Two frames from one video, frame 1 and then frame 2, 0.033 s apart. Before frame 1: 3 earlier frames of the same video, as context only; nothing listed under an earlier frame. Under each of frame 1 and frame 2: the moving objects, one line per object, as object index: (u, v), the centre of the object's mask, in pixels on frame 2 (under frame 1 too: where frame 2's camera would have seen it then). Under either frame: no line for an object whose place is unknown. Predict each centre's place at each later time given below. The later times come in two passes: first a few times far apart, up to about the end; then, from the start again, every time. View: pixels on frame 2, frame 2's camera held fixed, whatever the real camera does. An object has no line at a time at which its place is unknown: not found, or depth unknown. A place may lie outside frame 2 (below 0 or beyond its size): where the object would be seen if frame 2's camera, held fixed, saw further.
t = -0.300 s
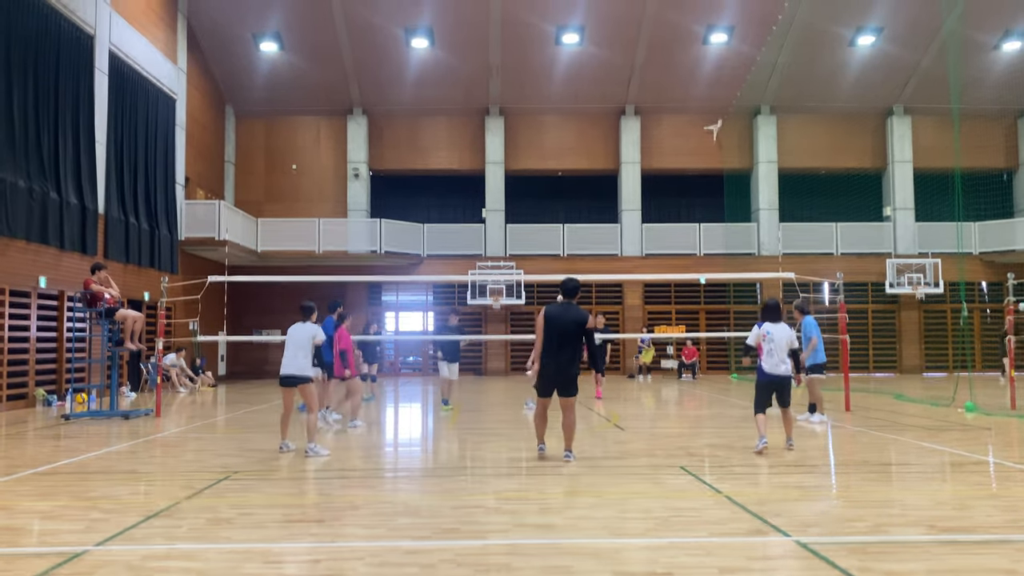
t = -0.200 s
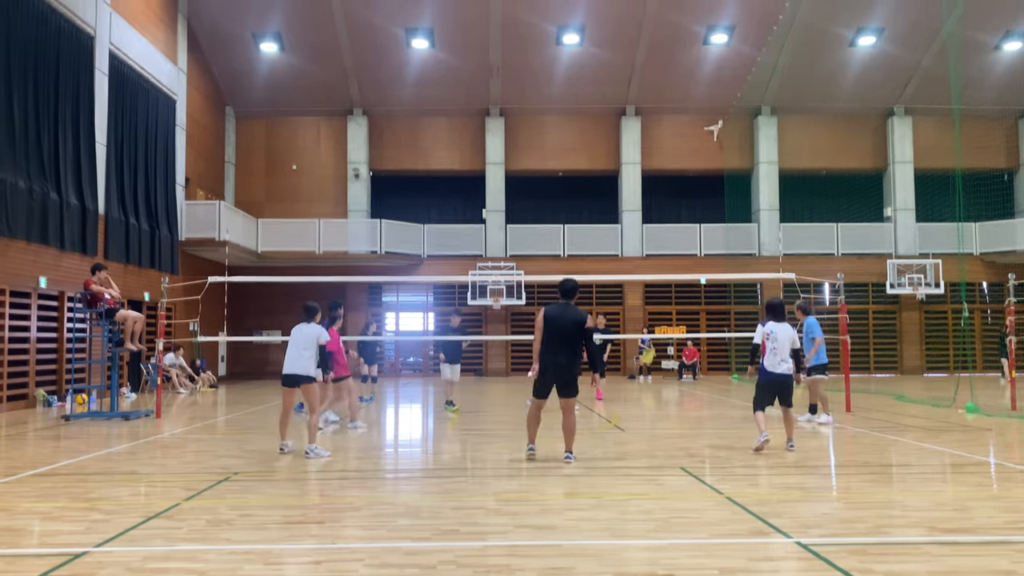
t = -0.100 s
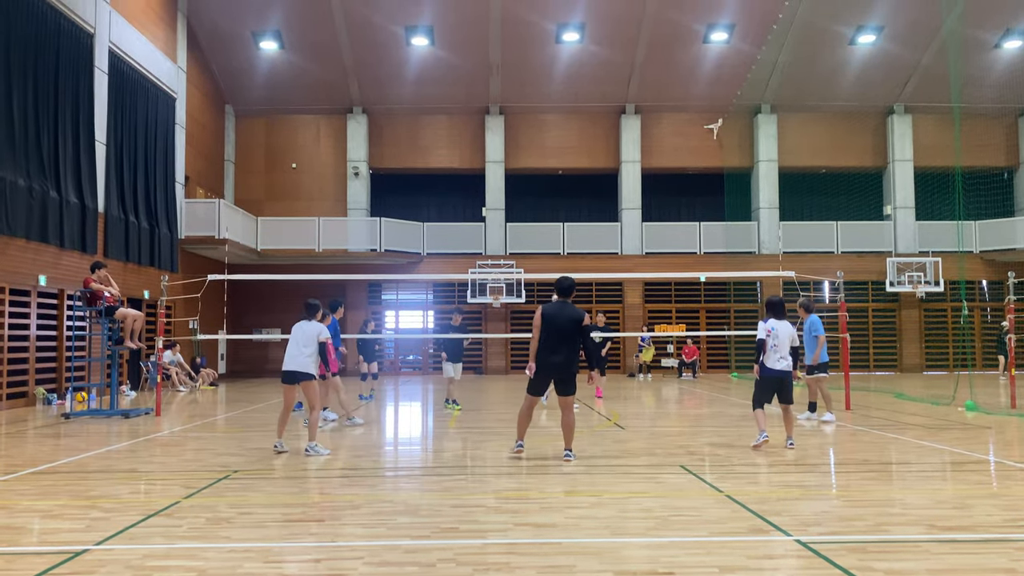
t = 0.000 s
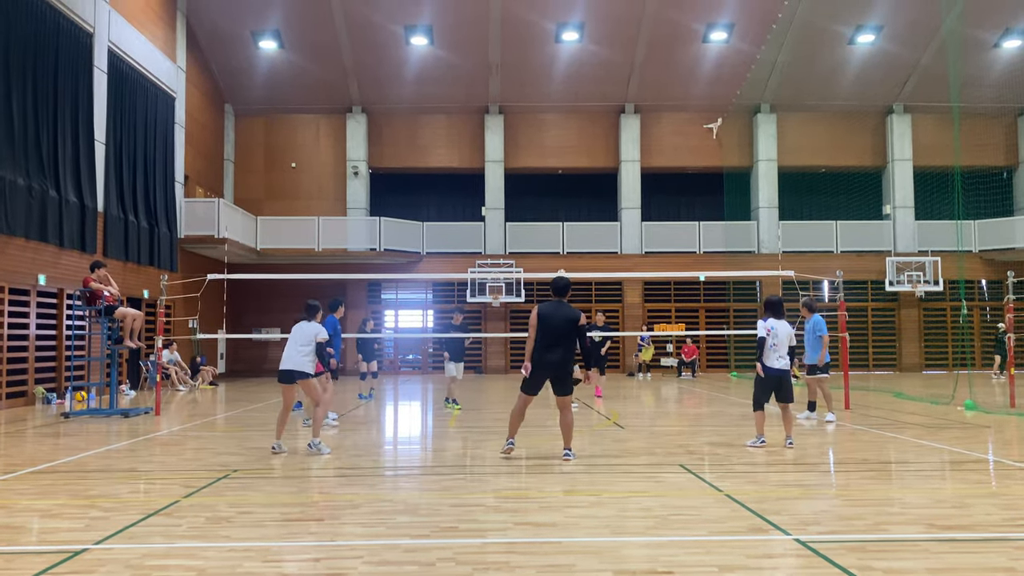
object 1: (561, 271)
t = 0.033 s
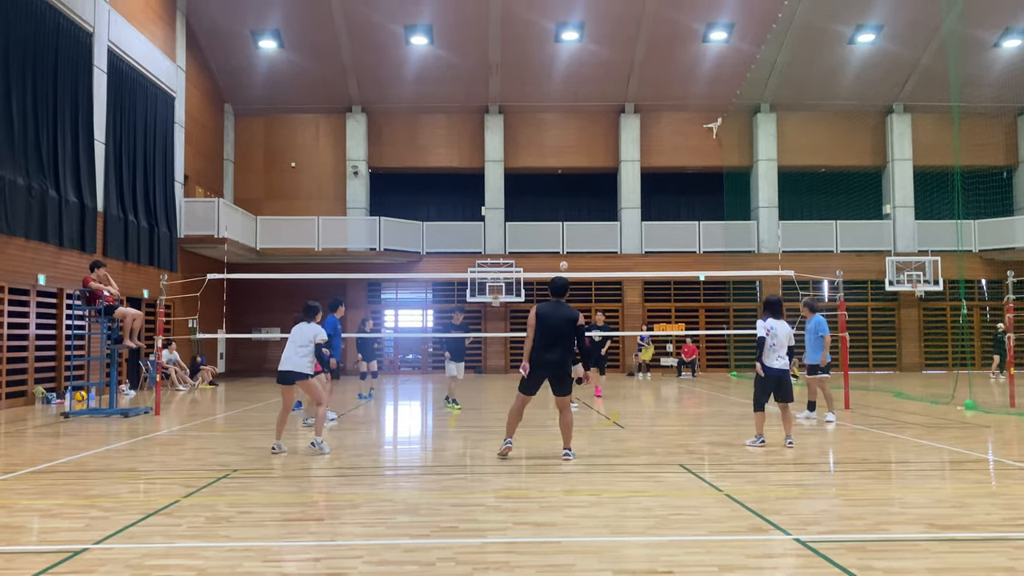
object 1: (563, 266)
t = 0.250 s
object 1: (581, 223)
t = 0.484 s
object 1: (608, 193)
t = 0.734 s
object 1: (643, 181)
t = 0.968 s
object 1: (682, 197)
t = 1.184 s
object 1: (735, 256)
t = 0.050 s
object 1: (565, 262)
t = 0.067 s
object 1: (566, 258)
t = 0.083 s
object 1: (567, 255)
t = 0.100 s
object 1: (568, 252)
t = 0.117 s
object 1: (569, 247)
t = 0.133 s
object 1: (571, 244)
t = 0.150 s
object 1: (572, 241)
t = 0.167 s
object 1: (574, 238)
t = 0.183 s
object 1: (575, 234)
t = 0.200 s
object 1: (577, 232)
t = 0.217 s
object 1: (578, 229)
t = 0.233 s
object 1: (580, 227)
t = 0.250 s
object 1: (581, 223)
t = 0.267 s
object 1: (583, 221)
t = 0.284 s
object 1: (585, 218)
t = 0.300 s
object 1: (586, 216)
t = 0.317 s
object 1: (588, 214)
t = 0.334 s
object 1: (590, 211)
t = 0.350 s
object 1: (592, 209)
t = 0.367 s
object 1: (594, 207)
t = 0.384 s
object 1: (596, 205)
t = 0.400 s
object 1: (598, 202)
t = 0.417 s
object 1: (600, 201)
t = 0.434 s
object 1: (602, 199)
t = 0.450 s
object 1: (604, 197)
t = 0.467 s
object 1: (606, 195)
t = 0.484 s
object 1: (608, 193)
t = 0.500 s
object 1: (610, 192)
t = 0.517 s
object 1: (612, 191)
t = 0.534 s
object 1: (614, 188)
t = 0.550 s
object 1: (616, 187)
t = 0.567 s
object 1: (618, 186)
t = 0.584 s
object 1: (620, 186)
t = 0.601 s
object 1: (623, 184)
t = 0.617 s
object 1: (625, 183)
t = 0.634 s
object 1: (627, 182)
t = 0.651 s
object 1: (629, 182)
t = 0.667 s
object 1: (632, 181)
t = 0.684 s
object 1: (635, 181)
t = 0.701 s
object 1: (638, 181)
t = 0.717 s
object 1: (640, 181)
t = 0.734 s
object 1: (643, 181)
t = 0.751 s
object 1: (645, 181)
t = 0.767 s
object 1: (647, 182)
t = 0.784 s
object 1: (650, 182)
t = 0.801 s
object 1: (652, 183)
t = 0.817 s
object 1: (655, 183)
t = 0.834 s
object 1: (658, 184)
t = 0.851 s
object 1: (660, 185)
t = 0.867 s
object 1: (663, 186)
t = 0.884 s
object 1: (666, 188)
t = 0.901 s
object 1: (669, 189)
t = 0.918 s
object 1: (672, 191)
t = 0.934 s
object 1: (676, 193)
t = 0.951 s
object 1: (678, 195)
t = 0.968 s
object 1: (682, 197)
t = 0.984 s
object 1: (685, 201)
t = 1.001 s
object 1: (689, 203)
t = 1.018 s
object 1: (692, 207)
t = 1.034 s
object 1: (696, 210)
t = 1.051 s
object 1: (700, 213)
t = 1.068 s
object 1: (704, 217)
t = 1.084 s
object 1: (708, 222)
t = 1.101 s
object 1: (712, 226)
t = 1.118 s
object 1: (717, 232)
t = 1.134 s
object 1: (721, 238)
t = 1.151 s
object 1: (725, 243)
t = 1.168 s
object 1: (730, 250)
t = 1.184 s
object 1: (735, 256)
